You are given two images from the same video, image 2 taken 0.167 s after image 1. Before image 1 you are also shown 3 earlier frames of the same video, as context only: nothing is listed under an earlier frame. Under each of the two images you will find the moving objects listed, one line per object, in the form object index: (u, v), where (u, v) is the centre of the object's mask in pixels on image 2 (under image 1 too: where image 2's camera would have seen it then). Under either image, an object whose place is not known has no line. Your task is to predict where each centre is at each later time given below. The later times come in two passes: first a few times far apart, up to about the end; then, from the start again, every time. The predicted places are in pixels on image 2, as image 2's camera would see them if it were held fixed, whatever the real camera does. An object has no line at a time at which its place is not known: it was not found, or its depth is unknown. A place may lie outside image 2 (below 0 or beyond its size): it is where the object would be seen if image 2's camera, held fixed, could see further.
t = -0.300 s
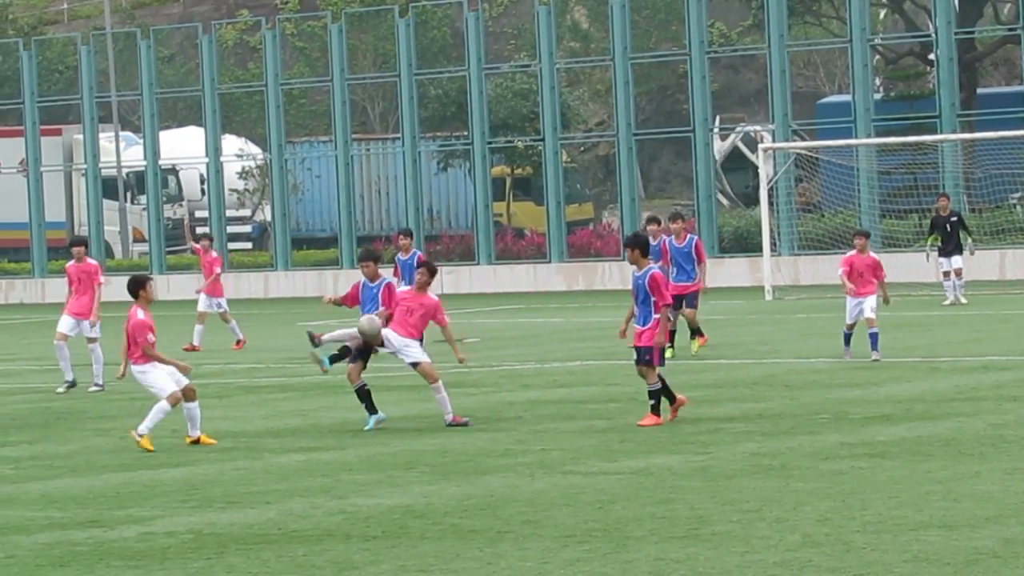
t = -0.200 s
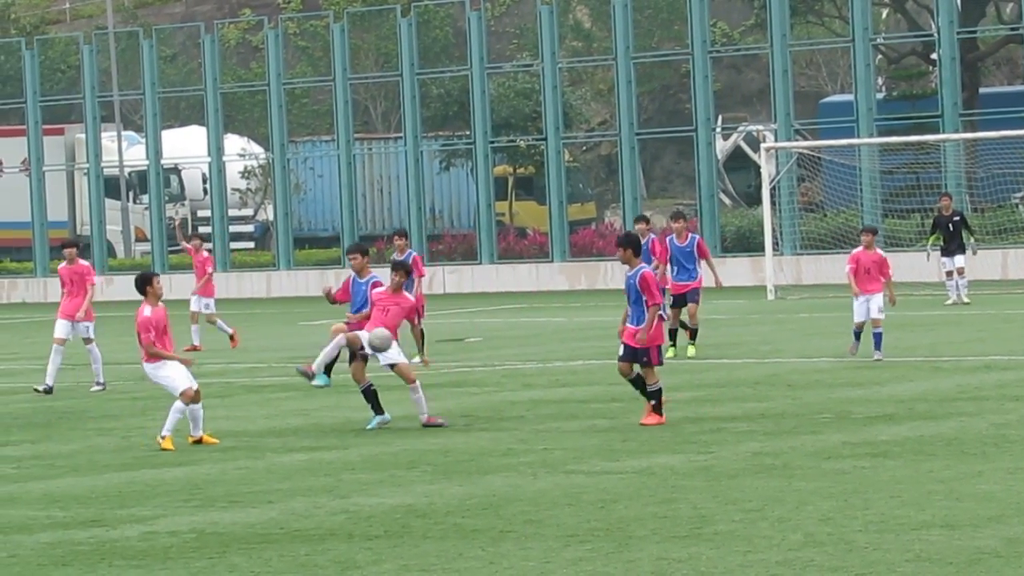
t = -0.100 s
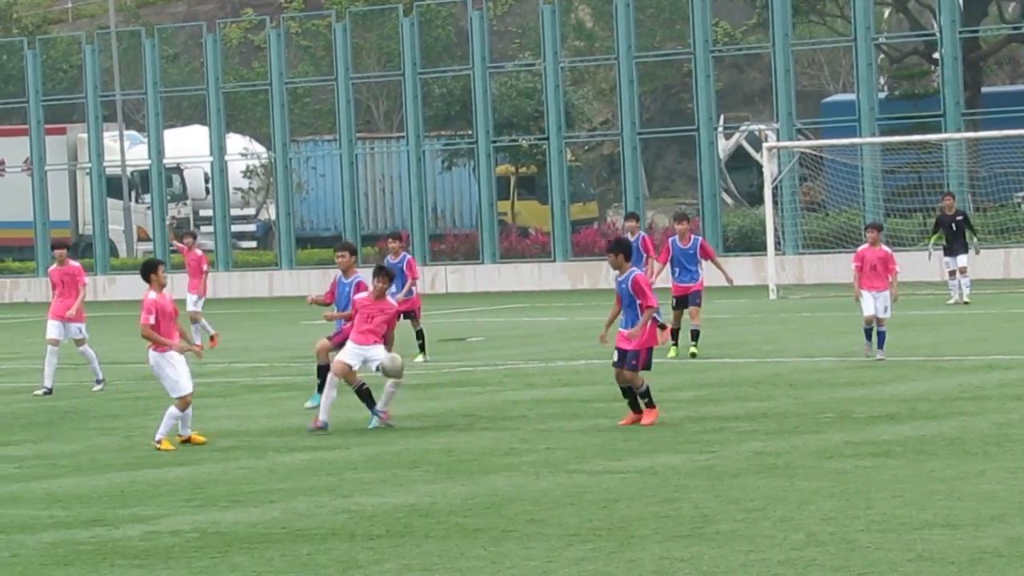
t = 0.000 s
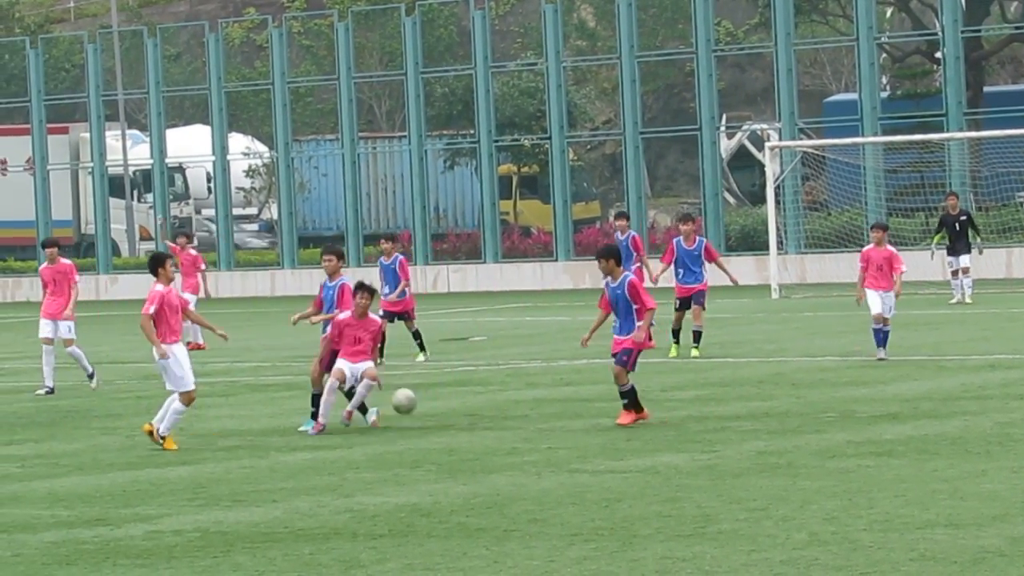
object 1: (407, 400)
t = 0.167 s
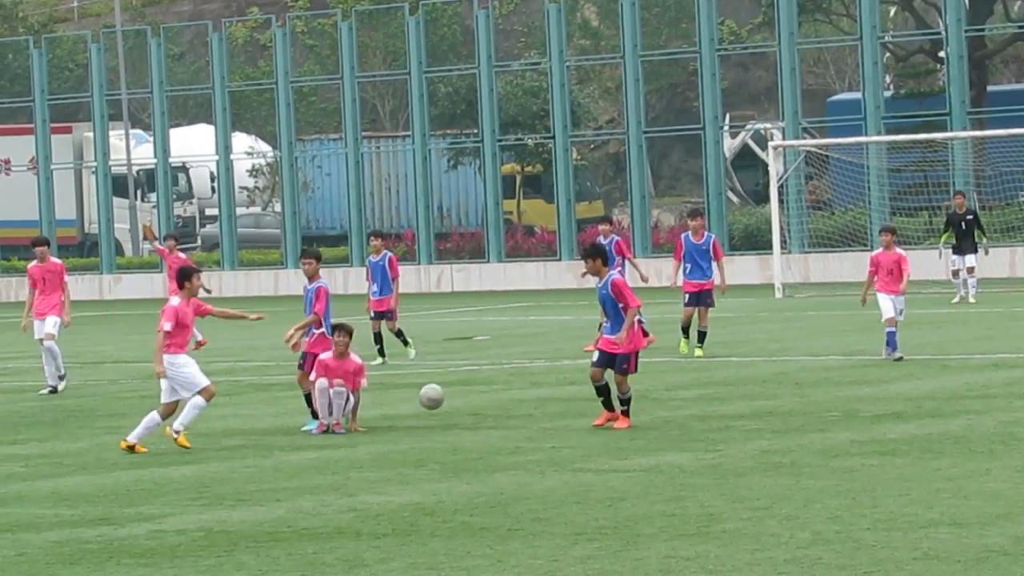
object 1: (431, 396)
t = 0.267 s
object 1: (448, 381)
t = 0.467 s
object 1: (484, 382)
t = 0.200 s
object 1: (437, 390)
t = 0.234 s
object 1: (442, 385)
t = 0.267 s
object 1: (448, 381)
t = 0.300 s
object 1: (454, 378)
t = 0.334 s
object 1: (459, 376)
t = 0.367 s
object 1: (466, 376)
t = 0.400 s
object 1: (472, 376)
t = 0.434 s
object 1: (478, 379)
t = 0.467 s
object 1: (484, 382)
